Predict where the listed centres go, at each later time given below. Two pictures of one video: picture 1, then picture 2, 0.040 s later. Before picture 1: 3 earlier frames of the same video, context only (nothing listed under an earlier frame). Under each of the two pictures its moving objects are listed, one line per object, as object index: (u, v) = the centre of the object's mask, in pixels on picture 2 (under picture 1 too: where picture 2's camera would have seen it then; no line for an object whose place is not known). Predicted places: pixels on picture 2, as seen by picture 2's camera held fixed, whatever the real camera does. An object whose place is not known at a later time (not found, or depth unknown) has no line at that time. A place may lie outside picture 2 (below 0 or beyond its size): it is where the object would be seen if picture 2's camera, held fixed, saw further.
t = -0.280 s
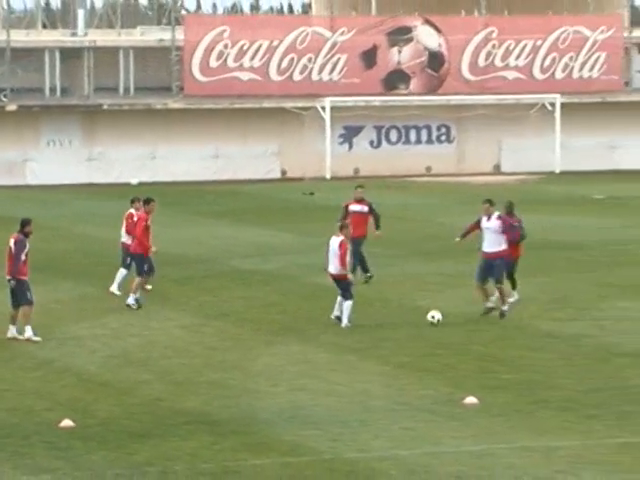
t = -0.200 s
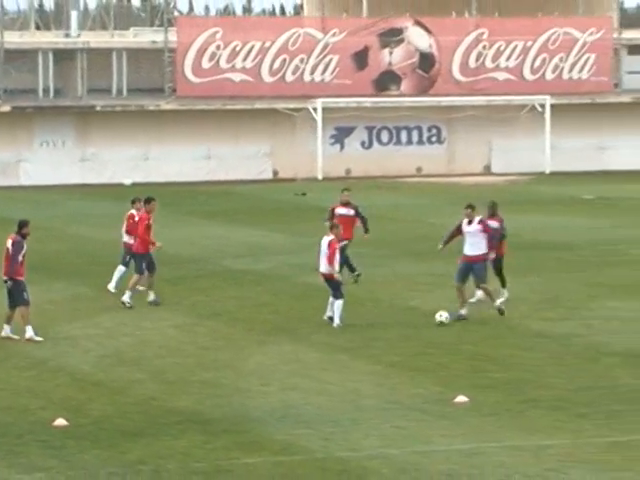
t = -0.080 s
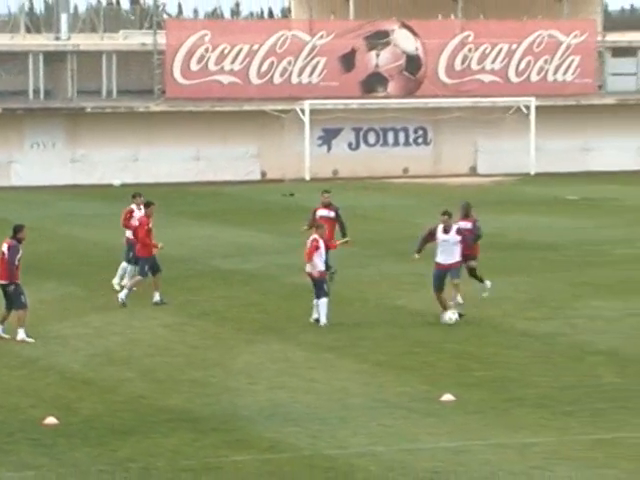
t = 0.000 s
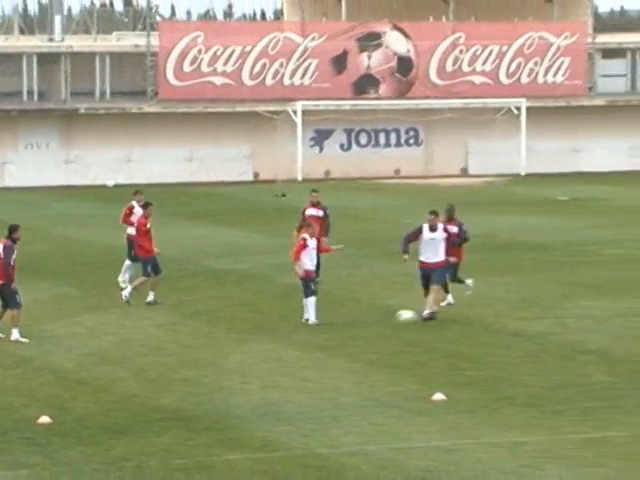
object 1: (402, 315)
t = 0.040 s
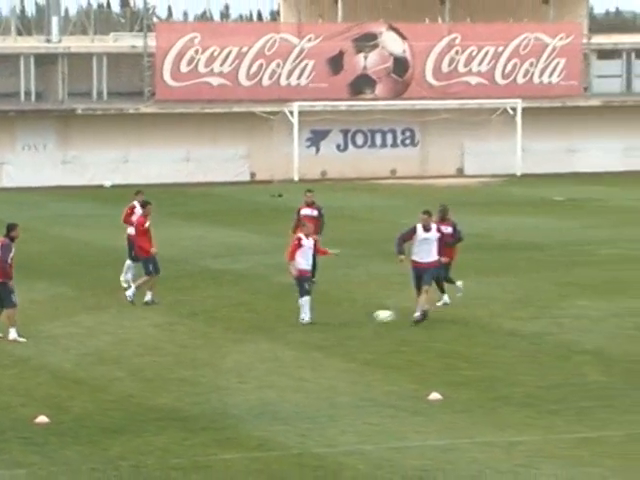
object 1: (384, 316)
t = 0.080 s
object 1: (365, 317)
